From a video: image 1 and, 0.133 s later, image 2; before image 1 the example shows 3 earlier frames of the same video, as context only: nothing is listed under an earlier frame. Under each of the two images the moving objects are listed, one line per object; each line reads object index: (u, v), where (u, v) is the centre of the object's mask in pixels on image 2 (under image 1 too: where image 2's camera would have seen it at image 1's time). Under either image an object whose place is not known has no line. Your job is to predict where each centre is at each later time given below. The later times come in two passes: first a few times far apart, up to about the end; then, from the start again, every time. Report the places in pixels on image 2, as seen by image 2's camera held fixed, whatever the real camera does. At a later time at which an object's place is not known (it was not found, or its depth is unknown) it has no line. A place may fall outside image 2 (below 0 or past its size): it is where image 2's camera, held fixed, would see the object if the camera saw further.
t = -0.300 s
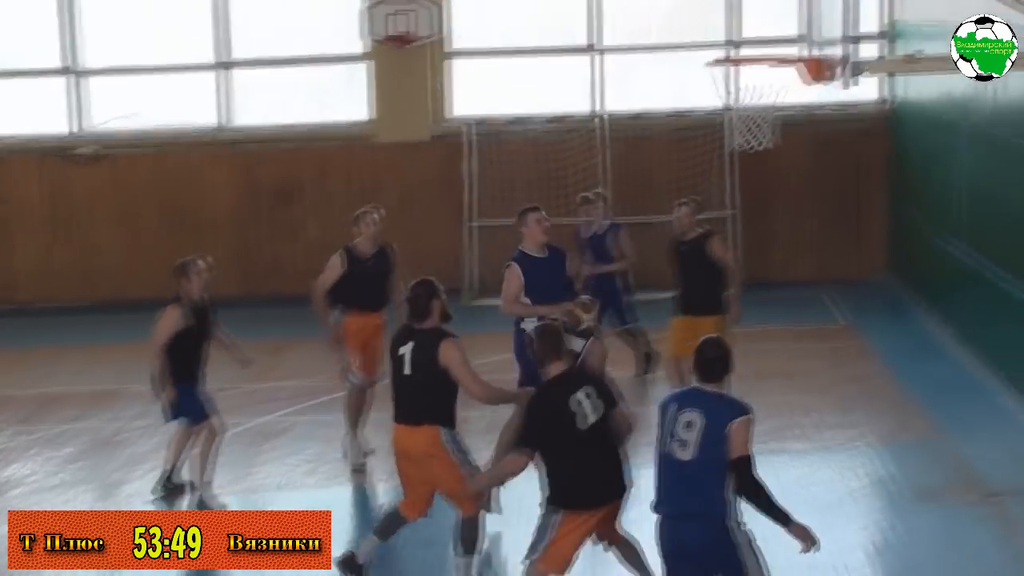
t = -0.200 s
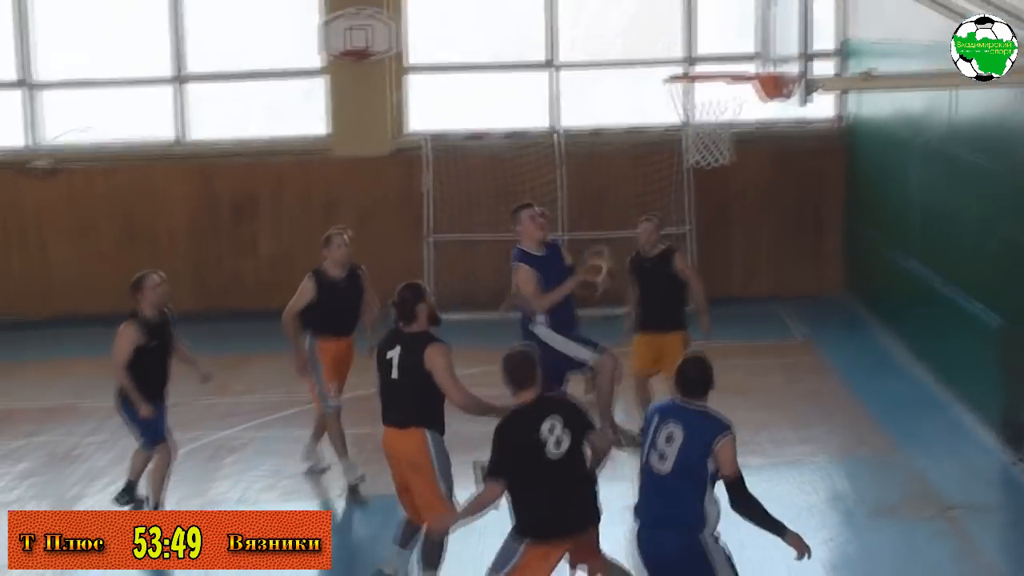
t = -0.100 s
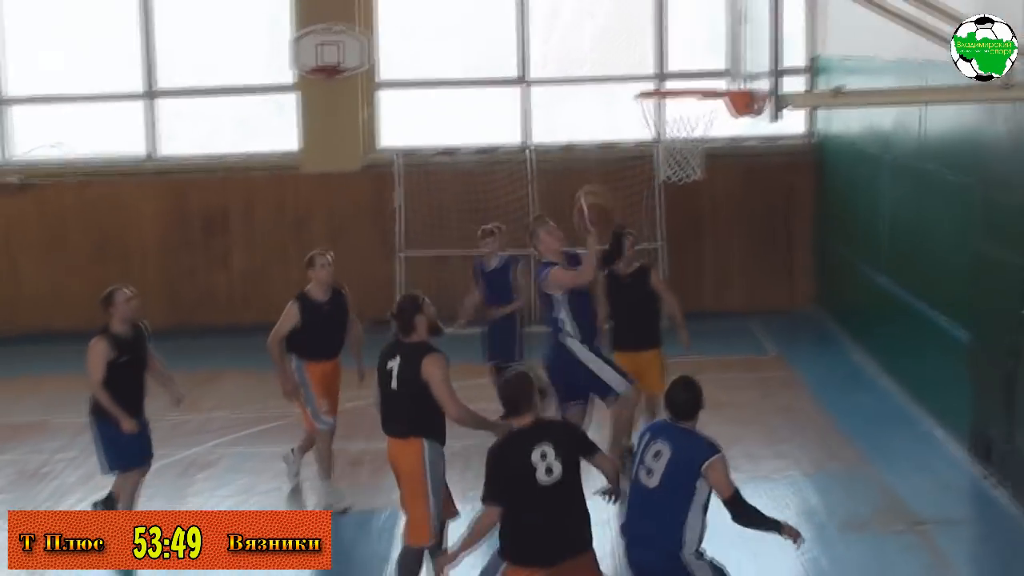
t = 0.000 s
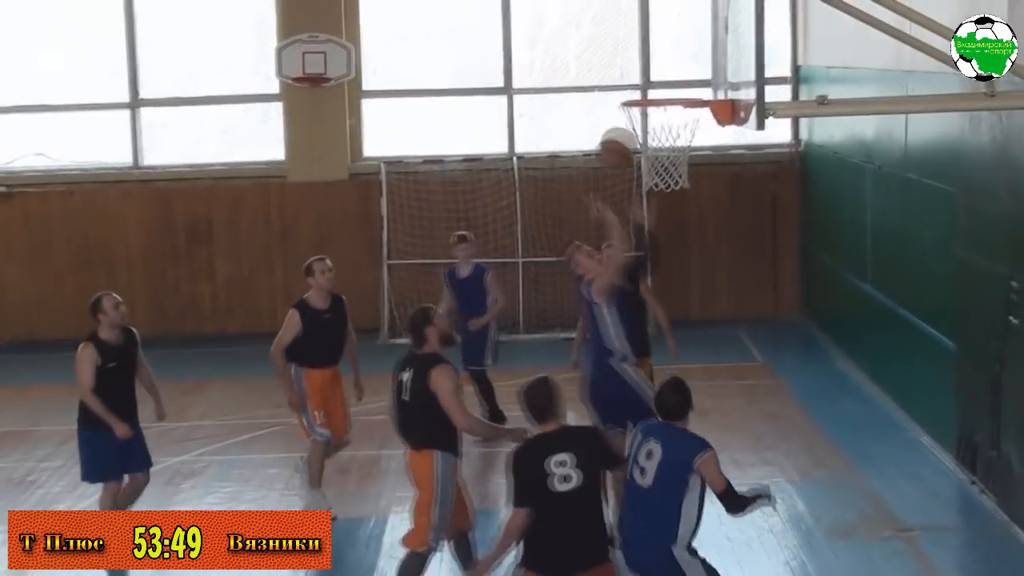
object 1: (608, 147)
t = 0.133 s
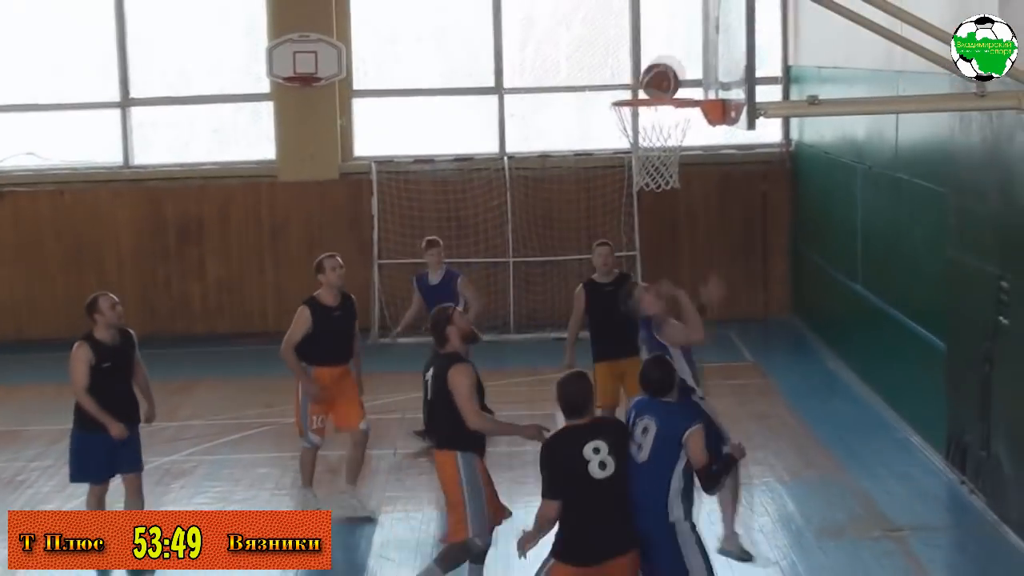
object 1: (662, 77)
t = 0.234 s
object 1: (688, 51)
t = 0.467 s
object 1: (648, 79)
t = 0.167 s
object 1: (676, 66)
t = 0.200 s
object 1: (689, 55)
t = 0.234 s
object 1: (688, 51)
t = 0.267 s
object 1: (682, 49)
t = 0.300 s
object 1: (677, 49)
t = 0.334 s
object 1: (672, 51)
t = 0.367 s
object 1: (665, 55)
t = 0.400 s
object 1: (660, 60)
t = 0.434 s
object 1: (655, 68)
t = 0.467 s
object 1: (648, 79)
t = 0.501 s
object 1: (645, 85)
